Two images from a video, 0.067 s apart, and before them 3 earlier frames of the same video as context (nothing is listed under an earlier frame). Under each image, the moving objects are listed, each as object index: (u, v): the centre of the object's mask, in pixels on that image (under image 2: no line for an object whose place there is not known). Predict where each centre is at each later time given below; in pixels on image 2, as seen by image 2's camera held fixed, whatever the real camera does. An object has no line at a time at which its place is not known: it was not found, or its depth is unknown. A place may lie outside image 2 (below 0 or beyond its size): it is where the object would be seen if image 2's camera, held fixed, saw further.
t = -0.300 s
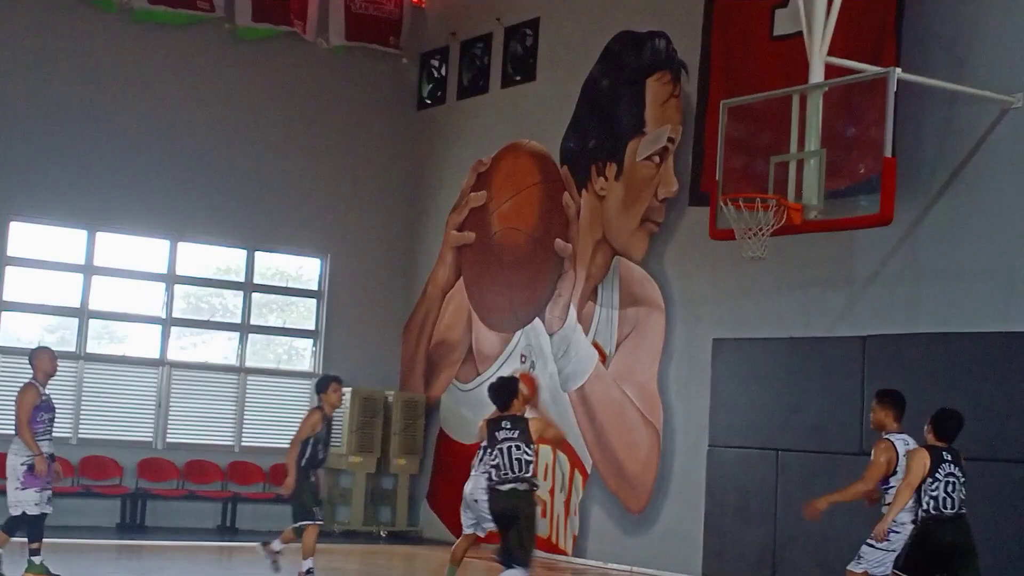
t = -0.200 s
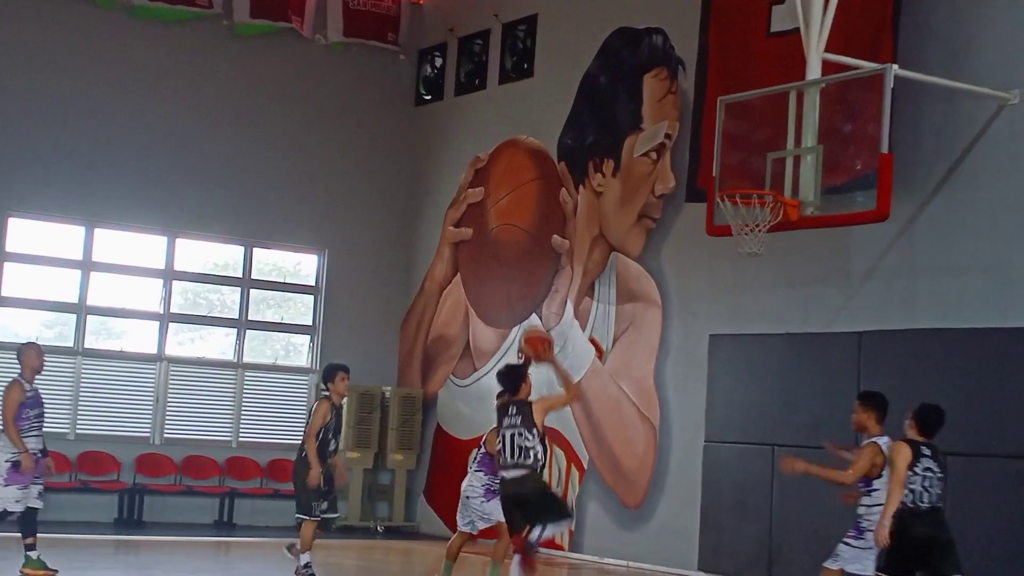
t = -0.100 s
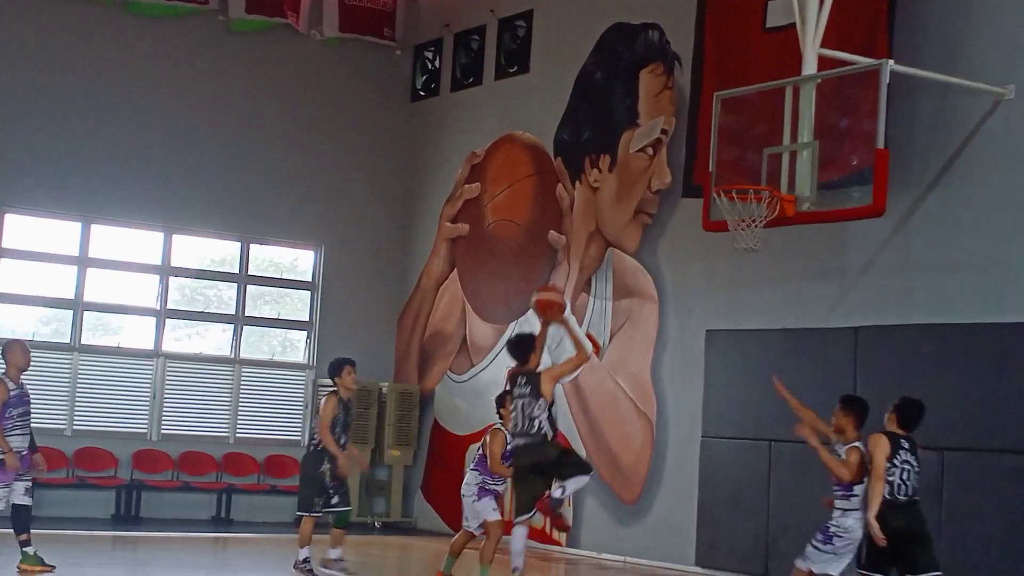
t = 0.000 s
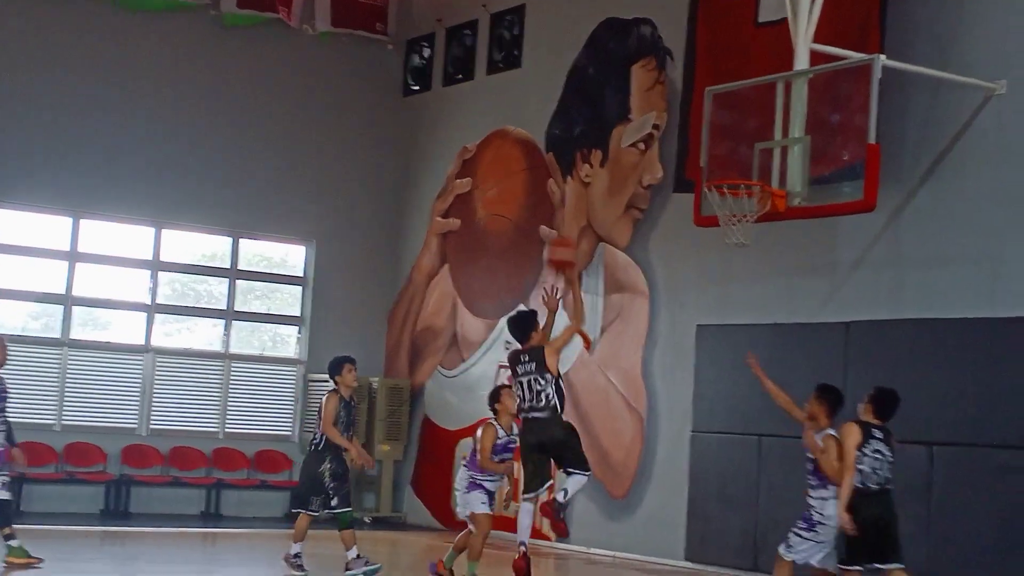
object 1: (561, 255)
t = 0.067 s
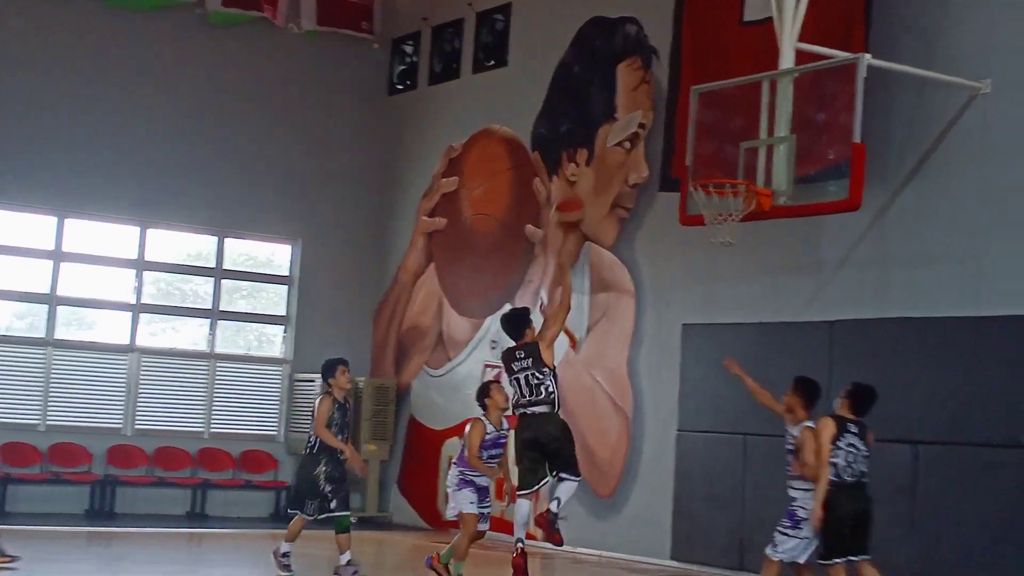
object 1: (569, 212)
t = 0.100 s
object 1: (580, 192)
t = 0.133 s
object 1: (591, 174)
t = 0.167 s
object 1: (599, 158)
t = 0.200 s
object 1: (609, 144)
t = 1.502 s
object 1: (714, 304)
